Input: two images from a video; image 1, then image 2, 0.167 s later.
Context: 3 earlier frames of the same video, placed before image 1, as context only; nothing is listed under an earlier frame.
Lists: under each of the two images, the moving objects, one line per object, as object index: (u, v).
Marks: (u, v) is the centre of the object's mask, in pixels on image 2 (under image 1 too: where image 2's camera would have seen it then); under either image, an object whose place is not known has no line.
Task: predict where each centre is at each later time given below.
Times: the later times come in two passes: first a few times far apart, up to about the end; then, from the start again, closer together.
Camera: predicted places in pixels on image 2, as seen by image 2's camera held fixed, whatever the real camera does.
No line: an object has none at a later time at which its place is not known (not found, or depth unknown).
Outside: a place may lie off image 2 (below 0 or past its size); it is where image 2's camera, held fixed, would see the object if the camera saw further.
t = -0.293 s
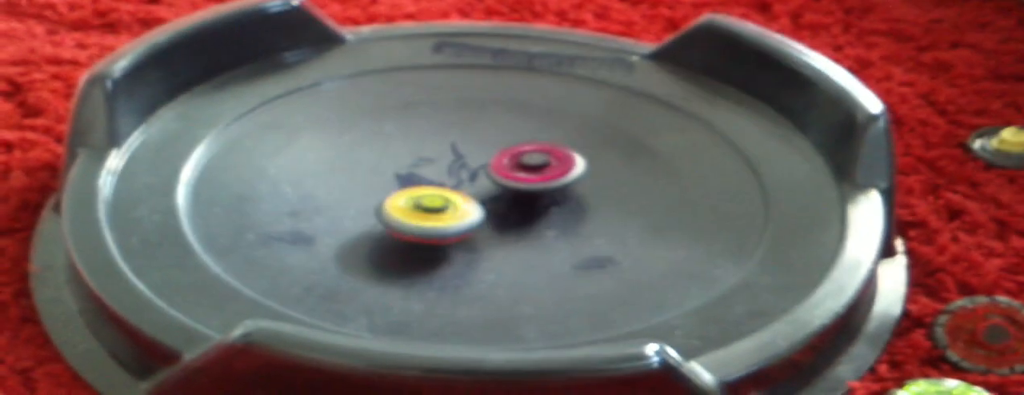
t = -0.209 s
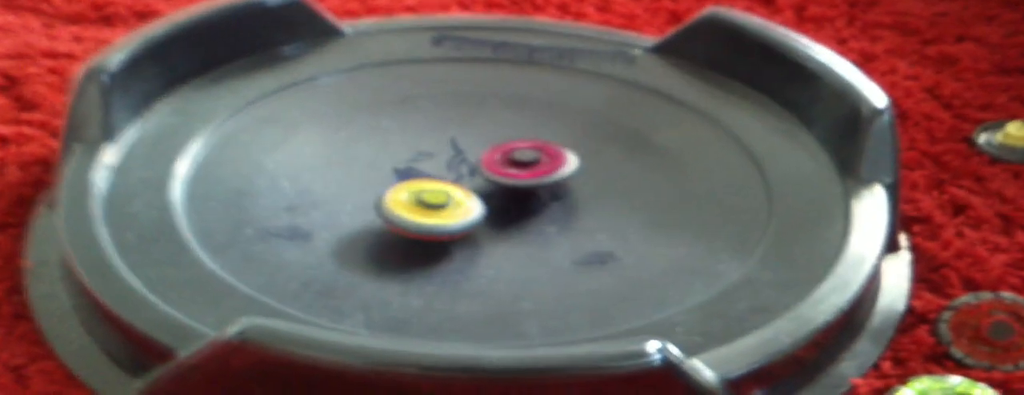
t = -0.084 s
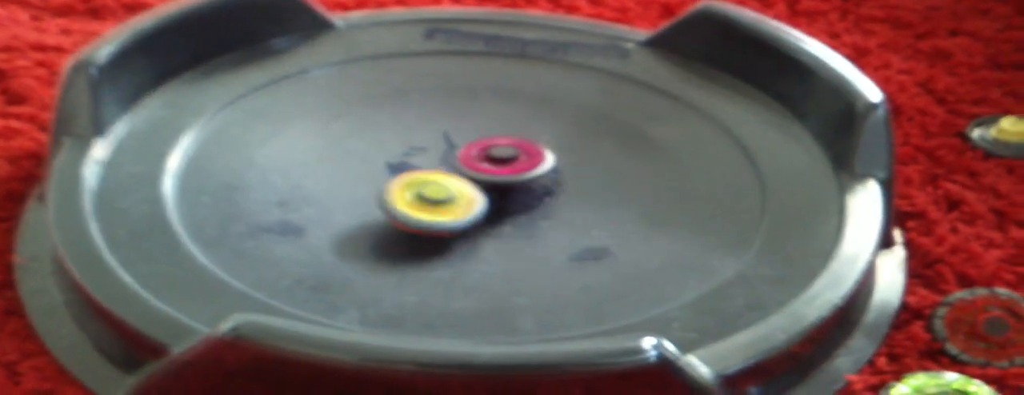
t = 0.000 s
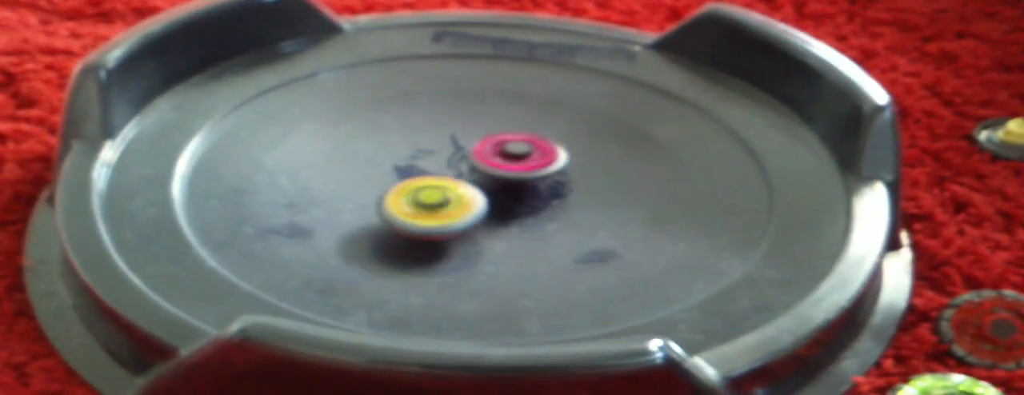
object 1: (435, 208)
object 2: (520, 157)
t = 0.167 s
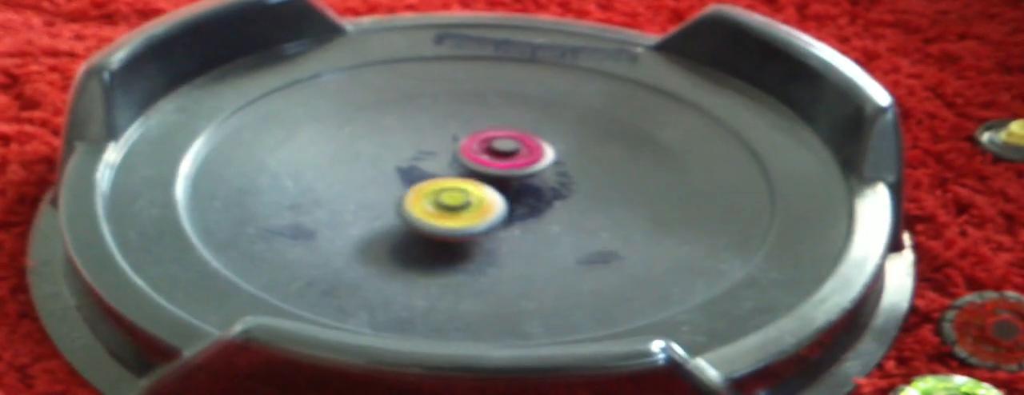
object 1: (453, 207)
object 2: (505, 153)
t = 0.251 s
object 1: (461, 208)
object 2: (497, 151)
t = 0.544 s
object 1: (486, 211)
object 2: (474, 148)
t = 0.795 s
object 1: (499, 212)
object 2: (459, 150)
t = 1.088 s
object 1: (514, 206)
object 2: (448, 159)
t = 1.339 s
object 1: (538, 214)
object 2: (423, 154)
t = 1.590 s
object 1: (532, 207)
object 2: (419, 160)
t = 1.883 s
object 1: (541, 187)
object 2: (430, 173)
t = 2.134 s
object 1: (557, 180)
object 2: (442, 187)
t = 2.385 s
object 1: (552, 180)
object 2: (446, 199)
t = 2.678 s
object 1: (552, 169)
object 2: (416, 206)
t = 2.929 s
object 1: (543, 162)
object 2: (418, 200)
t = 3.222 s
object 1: (523, 156)
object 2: (448, 191)
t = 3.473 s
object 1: (523, 151)
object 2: (463, 196)
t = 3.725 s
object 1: (512, 155)
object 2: (484, 202)
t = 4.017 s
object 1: (481, 153)
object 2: (491, 208)
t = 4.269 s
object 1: (475, 150)
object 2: (488, 206)
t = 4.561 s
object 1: (467, 149)
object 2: (488, 209)
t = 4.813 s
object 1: (452, 152)
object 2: (492, 202)
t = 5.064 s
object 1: (442, 155)
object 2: (503, 199)
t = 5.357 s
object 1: (435, 161)
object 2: (516, 193)
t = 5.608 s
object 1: (427, 163)
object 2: (528, 192)
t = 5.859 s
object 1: (428, 169)
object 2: (525, 190)
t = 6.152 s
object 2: (553, 194)
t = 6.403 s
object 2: (541, 189)
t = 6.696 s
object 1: (489, 151)
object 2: (591, 208)
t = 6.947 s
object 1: (491, 157)
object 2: (575, 202)
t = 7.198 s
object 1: (490, 156)
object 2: (550, 192)
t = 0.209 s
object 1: (456, 208)
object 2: (501, 152)
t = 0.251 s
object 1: (461, 208)
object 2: (497, 151)
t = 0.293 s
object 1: (464, 209)
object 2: (494, 150)
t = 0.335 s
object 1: (469, 209)
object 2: (490, 150)
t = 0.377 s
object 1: (472, 209)
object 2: (486, 149)
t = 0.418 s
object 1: (476, 210)
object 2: (483, 149)
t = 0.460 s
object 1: (479, 210)
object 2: (480, 149)
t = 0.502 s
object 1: (482, 211)
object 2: (477, 148)
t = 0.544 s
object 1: (486, 211)
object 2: (474, 148)
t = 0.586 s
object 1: (488, 212)
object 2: (471, 148)
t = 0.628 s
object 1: (491, 212)
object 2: (468, 148)
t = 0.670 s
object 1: (493, 212)
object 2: (466, 148)
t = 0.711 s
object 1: (495, 213)
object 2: (463, 149)
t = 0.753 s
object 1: (495, 212)
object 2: (461, 150)
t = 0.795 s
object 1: (499, 212)
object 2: (459, 150)
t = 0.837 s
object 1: (499, 211)
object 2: (457, 151)
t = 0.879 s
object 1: (502, 210)
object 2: (455, 153)
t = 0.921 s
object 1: (503, 210)
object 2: (454, 154)
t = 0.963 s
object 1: (506, 208)
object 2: (452, 156)
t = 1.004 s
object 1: (508, 208)
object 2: (451, 157)
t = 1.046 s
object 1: (510, 206)
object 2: (450, 159)
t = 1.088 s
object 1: (514, 206)
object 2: (448, 159)
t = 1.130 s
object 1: (526, 211)
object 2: (439, 154)
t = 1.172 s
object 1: (530, 213)
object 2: (434, 151)
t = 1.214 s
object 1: (532, 213)
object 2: (430, 152)
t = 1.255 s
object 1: (536, 214)
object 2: (428, 152)
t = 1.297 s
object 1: (536, 213)
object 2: (425, 153)
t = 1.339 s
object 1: (538, 214)
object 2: (423, 154)
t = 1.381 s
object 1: (538, 214)
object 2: (422, 154)
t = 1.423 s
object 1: (538, 214)
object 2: (420, 155)
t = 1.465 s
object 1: (537, 213)
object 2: (420, 156)
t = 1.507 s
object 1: (536, 211)
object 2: (419, 157)
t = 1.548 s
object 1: (533, 209)
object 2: (418, 159)
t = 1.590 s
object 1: (532, 207)
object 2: (419, 160)
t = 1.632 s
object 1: (531, 204)
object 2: (420, 161)
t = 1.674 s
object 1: (531, 201)
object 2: (421, 163)
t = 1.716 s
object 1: (532, 198)
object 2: (423, 165)
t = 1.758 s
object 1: (533, 195)
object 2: (425, 167)
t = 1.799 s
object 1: (536, 192)
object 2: (426, 169)
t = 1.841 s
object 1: (538, 190)
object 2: (428, 171)
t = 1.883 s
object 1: (541, 187)
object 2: (430, 173)
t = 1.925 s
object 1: (544, 185)
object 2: (432, 176)
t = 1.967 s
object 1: (548, 183)
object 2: (434, 178)
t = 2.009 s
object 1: (551, 182)
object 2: (436, 180)
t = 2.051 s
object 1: (553, 181)
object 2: (438, 182)
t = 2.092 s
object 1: (556, 180)
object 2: (440, 184)
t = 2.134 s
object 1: (557, 180)
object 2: (442, 187)
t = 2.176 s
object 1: (558, 180)
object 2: (444, 189)
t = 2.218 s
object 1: (557, 181)
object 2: (445, 191)
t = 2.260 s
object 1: (556, 181)
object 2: (447, 193)
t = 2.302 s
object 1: (554, 181)
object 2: (448, 195)
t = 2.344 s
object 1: (550, 179)
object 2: (449, 197)
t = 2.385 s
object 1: (552, 180)
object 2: (446, 199)
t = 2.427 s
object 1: (559, 178)
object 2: (429, 202)
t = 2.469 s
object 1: (559, 177)
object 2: (422, 203)
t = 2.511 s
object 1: (556, 175)
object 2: (419, 204)
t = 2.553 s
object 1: (555, 173)
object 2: (419, 205)
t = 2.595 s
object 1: (555, 172)
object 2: (418, 206)
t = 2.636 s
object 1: (553, 170)
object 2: (416, 206)
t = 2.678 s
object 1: (552, 169)
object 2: (416, 206)
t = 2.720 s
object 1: (551, 167)
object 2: (414, 206)
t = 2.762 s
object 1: (550, 166)
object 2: (414, 205)
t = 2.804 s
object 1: (548, 165)
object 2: (414, 204)
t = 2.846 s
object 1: (546, 164)
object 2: (414, 203)
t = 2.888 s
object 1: (545, 163)
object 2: (415, 201)
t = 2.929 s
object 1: (543, 162)
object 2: (418, 200)
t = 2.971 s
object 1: (540, 161)
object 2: (420, 198)
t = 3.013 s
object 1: (537, 160)
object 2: (424, 197)
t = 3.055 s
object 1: (535, 159)
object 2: (428, 196)
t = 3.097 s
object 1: (532, 159)
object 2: (432, 194)
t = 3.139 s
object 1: (529, 157)
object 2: (437, 193)
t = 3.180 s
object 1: (526, 157)
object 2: (443, 191)
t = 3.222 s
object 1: (523, 156)
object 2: (448, 191)
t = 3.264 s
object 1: (523, 154)
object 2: (450, 191)
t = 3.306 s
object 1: (527, 152)
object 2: (446, 194)
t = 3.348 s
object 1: (527, 152)
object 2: (449, 194)
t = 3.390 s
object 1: (525, 151)
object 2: (454, 195)
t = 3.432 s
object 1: (524, 151)
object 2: (458, 195)
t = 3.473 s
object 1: (523, 151)
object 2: (463, 196)
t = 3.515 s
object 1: (523, 151)
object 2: (468, 196)
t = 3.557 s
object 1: (523, 152)
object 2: (473, 197)
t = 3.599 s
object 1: (521, 152)
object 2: (477, 198)
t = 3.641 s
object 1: (518, 153)
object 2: (479, 199)
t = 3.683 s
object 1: (516, 154)
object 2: (481, 200)
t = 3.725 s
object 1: (512, 155)
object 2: (484, 202)
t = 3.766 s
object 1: (507, 156)
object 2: (486, 203)
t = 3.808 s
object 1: (500, 156)
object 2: (488, 204)
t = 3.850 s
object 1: (496, 156)
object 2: (489, 205)
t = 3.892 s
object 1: (491, 156)
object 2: (490, 206)
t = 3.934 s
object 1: (487, 155)
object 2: (490, 207)
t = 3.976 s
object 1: (484, 154)
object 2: (491, 207)
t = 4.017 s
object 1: (481, 153)
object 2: (491, 208)
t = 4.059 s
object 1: (479, 152)
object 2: (490, 208)
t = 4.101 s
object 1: (477, 151)
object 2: (490, 208)
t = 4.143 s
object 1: (475, 150)
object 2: (489, 208)
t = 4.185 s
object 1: (476, 150)
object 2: (489, 207)
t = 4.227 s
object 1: (475, 150)
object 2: (488, 207)
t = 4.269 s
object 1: (475, 150)
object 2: (488, 206)
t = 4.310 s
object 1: (475, 151)
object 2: (487, 205)
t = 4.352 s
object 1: (474, 152)
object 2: (487, 203)
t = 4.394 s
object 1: (473, 152)
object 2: (487, 202)
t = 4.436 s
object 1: (471, 151)
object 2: (486, 207)
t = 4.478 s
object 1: (473, 148)
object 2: (486, 209)
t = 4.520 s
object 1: (471, 149)
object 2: (487, 209)
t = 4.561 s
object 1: (467, 149)
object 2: (488, 209)
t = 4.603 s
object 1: (464, 149)
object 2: (488, 208)
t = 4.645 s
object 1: (462, 149)
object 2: (489, 207)
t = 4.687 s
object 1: (460, 150)
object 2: (489, 206)
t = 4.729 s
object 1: (459, 151)
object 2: (490, 205)
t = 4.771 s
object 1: (455, 151)
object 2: (491, 203)
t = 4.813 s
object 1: (452, 152)
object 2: (492, 202)
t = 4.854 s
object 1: (451, 153)
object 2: (493, 201)
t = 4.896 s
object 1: (448, 153)
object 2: (494, 199)
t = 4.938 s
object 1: (445, 153)
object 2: (497, 201)
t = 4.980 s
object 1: (444, 153)
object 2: (498, 200)
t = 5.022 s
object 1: (444, 153)
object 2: (500, 200)
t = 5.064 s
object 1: (442, 155)
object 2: (503, 199)
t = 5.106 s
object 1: (439, 155)
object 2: (505, 198)
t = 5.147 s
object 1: (439, 154)
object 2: (507, 197)
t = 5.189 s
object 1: (440, 155)
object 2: (509, 196)
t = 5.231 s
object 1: (439, 157)
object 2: (511, 195)
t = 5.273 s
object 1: (437, 158)
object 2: (513, 194)
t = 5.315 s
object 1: (436, 159)
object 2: (514, 193)
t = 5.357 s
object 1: (435, 161)
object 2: (516, 193)
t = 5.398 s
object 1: (434, 162)
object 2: (519, 193)
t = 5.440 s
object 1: (432, 161)
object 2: (523, 193)
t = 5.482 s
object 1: (432, 161)
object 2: (525, 193)
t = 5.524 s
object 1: (431, 163)
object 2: (526, 192)
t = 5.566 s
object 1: (429, 164)
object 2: (527, 192)
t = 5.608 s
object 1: (427, 163)
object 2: (528, 192)
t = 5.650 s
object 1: (427, 163)
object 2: (528, 192)
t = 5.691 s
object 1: (428, 164)
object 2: (528, 191)
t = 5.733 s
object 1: (428, 165)
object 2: (528, 191)
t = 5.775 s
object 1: (428, 166)
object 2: (527, 191)
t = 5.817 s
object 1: (427, 167)
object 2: (527, 190)
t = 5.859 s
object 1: (428, 169)
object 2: (525, 190)
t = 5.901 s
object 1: (425, 168)
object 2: (535, 191)
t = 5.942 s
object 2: (550, 196)
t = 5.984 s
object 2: (556, 197)
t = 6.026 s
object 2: (556, 197)
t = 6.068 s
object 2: (556, 196)
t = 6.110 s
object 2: (555, 195)
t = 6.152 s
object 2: (553, 194)
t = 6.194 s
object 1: (398, 161)
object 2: (552, 193)
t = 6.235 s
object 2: (550, 192)
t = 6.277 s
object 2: (548, 191)
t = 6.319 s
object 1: (421, 169)
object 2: (545, 191)
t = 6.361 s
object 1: (433, 171)
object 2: (542, 190)
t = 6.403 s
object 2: (541, 189)
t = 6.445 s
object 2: (550, 190)
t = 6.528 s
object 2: (582, 205)
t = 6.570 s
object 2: (589, 209)
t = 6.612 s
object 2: (591, 210)
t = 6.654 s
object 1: (488, 152)
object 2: (591, 209)
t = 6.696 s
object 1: (489, 151)
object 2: (591, 208)
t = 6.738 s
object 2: (590, 207)
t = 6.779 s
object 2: (588, 207)
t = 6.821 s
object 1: (491, 157)
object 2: (586, 206)
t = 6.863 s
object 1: (490, 158)
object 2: (583, 205)
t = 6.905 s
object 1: (490, 158)
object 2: (579, 203)
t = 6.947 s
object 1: (491, 157)
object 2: (575, 202)
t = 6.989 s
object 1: (491, 158)
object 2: (570, 200)
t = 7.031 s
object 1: (491, 157)
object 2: (566, 199)
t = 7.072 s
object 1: (491, 157)
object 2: (562, 197)
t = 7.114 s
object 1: (491, 157)
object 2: (558, 195)
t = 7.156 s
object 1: (490, 157)
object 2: (553, 193)
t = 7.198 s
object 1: (490, 156)
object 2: (550, 192)
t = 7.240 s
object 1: (490, 156)
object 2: (548, 192)
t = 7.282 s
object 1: (491, 155)
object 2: (547, 192)
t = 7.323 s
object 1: (491, 156)
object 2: (546, 193)
